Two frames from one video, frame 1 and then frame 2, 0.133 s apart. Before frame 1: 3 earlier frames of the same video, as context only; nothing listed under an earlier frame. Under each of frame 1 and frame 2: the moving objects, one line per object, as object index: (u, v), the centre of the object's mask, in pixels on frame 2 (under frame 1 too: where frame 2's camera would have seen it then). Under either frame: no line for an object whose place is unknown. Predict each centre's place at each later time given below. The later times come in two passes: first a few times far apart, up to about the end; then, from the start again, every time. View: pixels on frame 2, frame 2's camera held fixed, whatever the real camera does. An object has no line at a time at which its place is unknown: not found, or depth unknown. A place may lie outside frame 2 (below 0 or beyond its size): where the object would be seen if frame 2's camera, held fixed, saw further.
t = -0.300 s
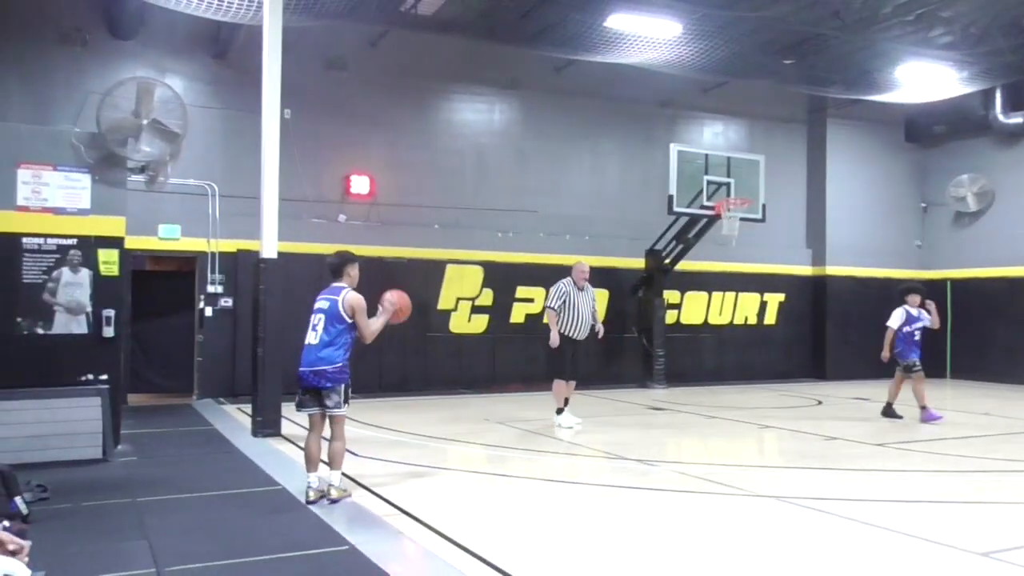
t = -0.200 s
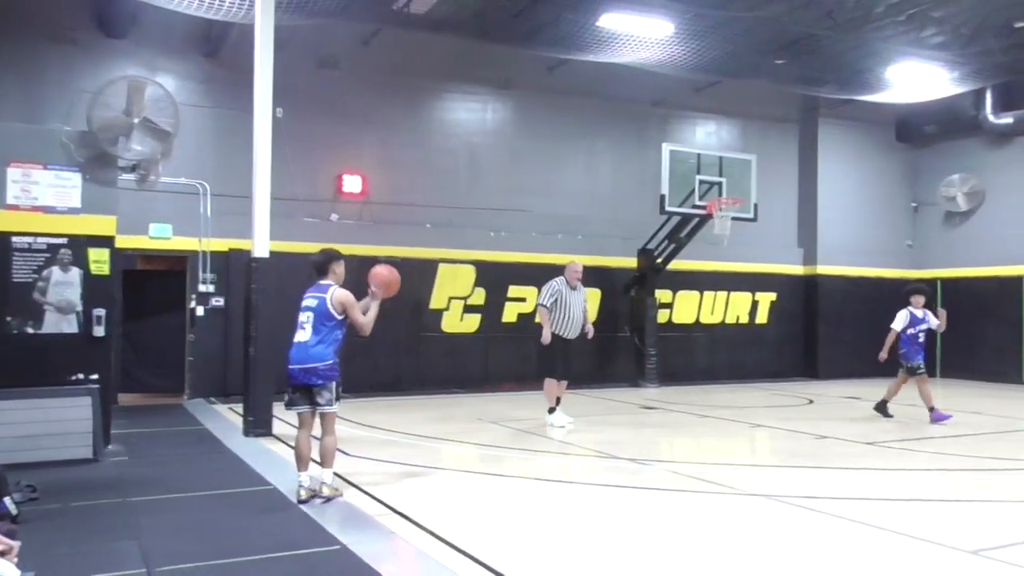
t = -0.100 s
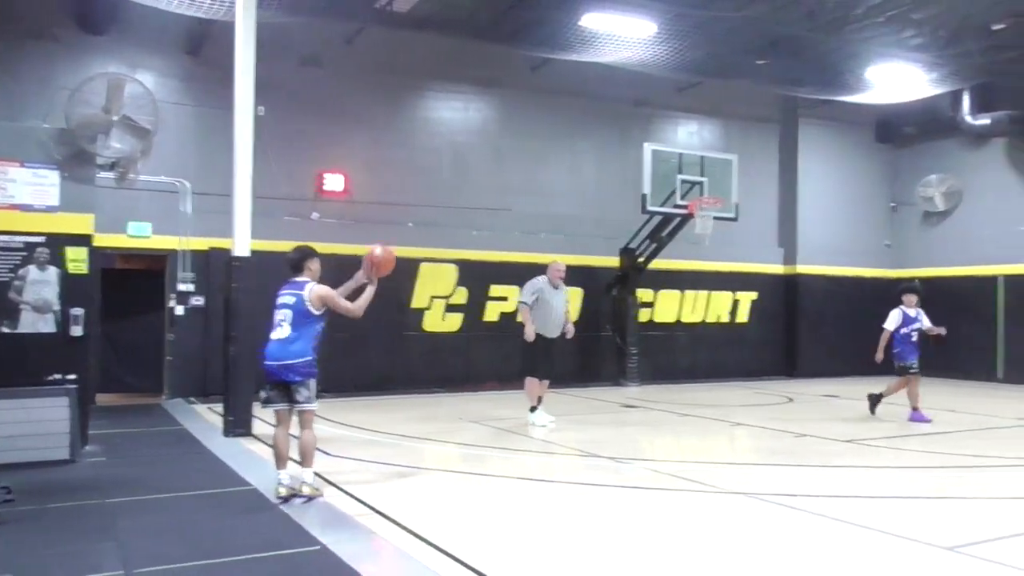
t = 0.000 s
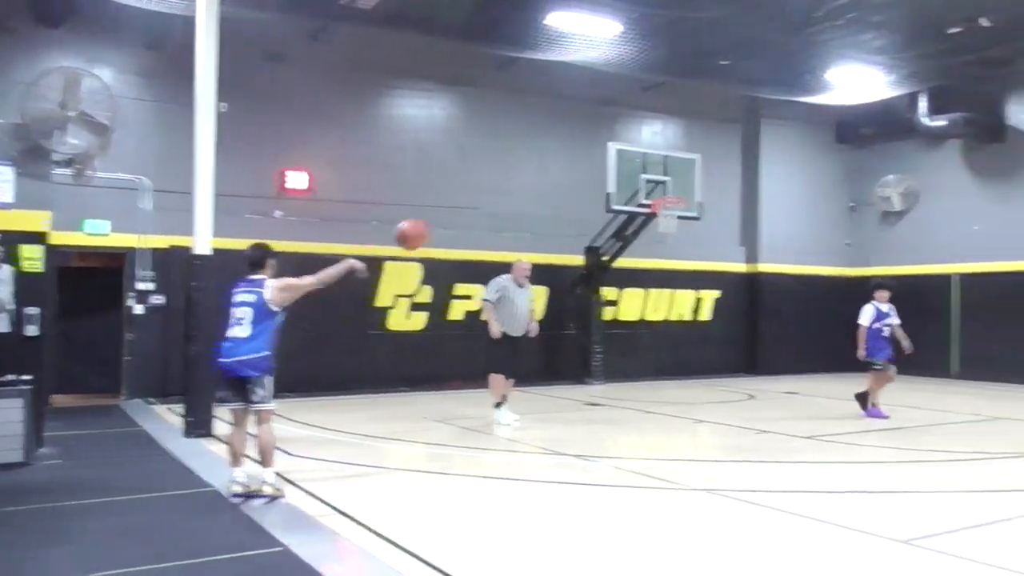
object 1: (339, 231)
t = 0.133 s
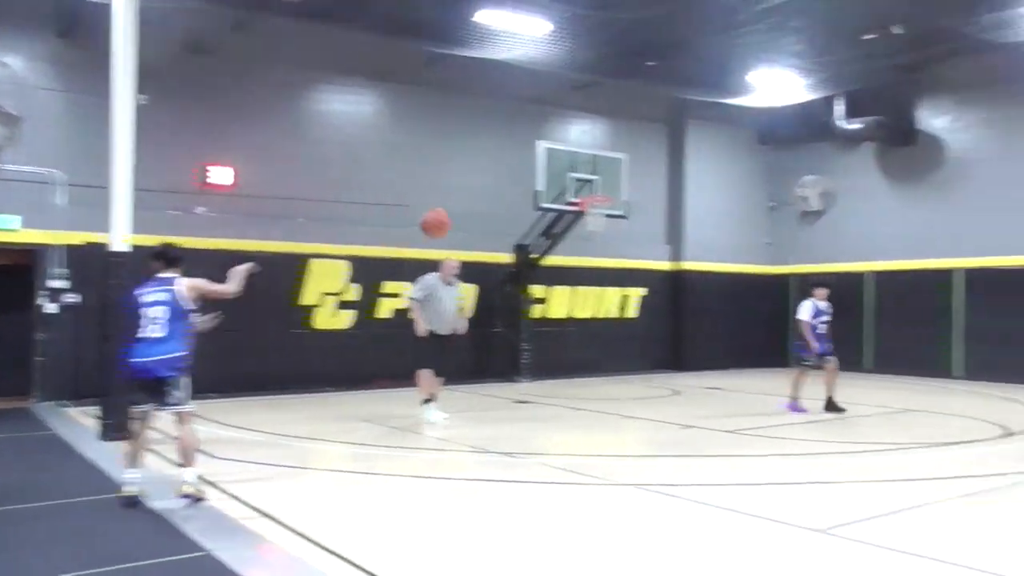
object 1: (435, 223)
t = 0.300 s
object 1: (543, 243)
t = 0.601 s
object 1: (706, 347)
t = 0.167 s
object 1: (458, 224)
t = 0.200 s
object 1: (481, 227)
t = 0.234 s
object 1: (502, 232)
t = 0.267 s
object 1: (522, 237)
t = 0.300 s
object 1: (543, 243)
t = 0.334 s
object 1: (563, 249)
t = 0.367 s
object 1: (582, 259)
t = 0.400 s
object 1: (601, 270)
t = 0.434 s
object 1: (620, 280)
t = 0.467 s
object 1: (638, 290)
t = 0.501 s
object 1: (655, 303)
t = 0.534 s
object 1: (673, 317)
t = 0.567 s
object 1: (689, 331)
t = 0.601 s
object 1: (706, 347)
